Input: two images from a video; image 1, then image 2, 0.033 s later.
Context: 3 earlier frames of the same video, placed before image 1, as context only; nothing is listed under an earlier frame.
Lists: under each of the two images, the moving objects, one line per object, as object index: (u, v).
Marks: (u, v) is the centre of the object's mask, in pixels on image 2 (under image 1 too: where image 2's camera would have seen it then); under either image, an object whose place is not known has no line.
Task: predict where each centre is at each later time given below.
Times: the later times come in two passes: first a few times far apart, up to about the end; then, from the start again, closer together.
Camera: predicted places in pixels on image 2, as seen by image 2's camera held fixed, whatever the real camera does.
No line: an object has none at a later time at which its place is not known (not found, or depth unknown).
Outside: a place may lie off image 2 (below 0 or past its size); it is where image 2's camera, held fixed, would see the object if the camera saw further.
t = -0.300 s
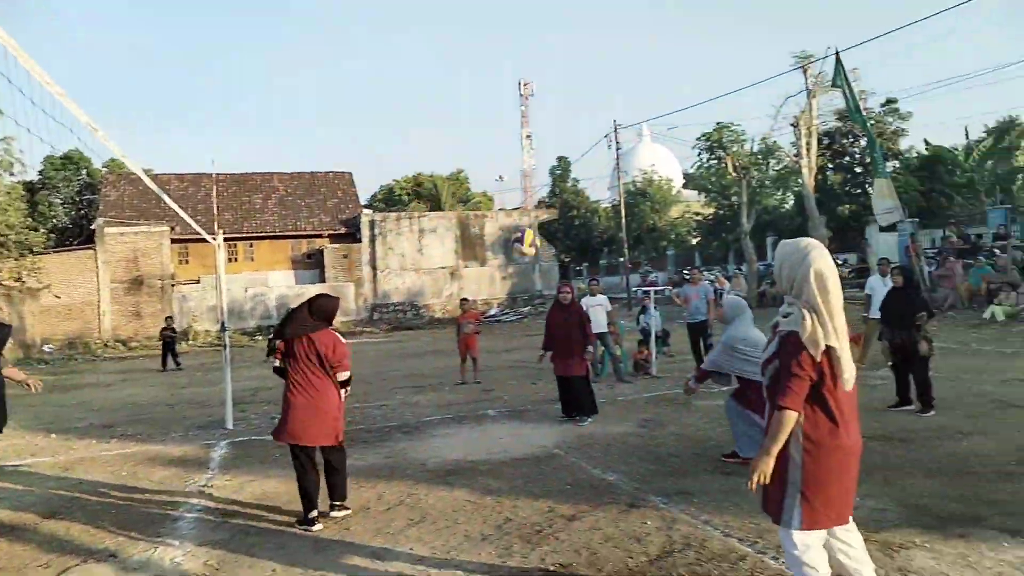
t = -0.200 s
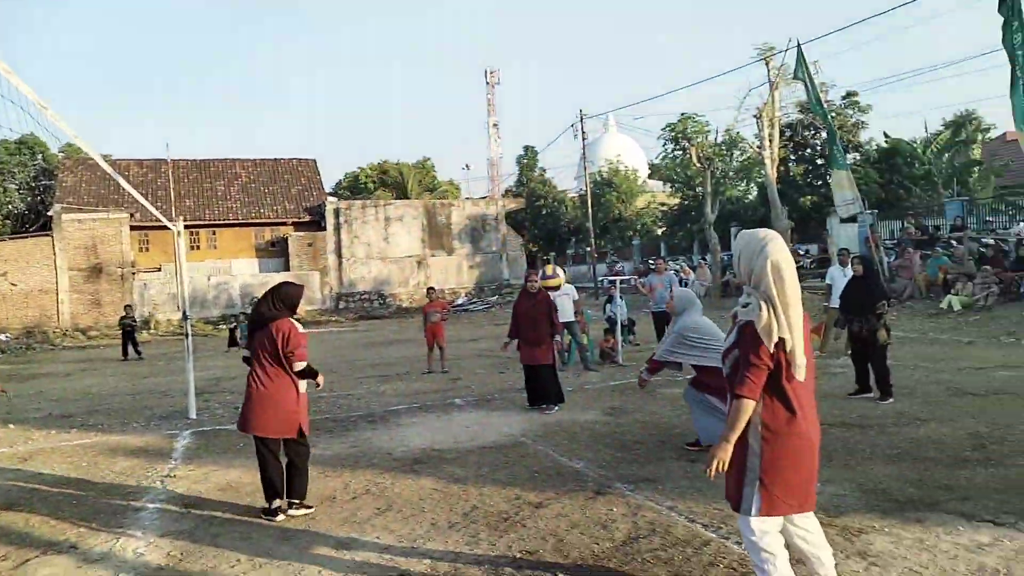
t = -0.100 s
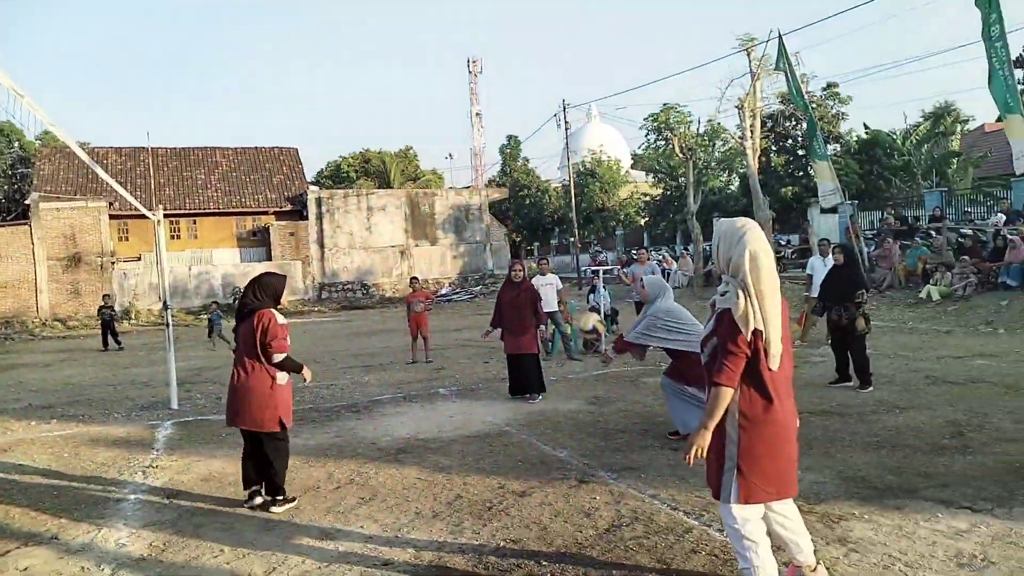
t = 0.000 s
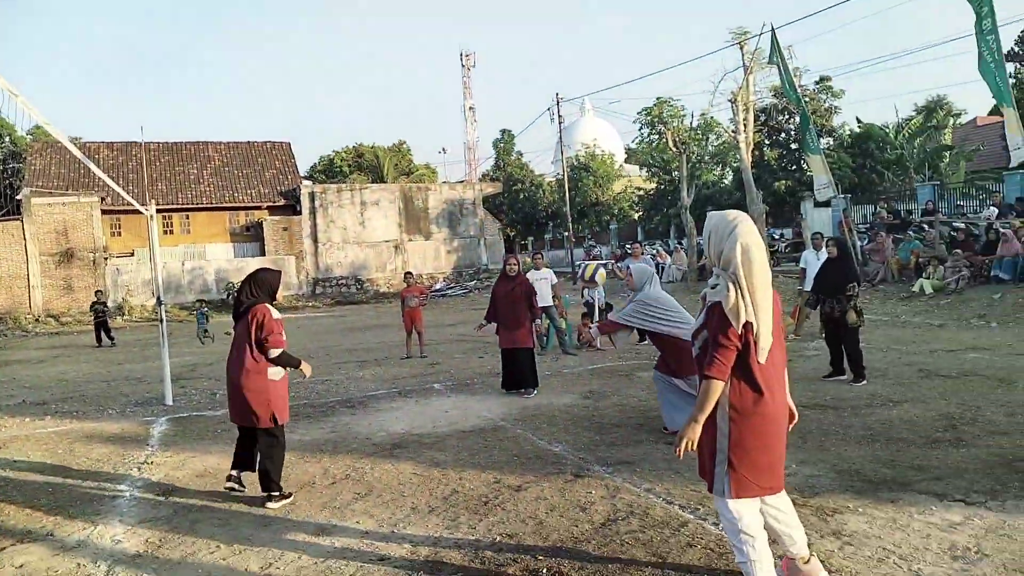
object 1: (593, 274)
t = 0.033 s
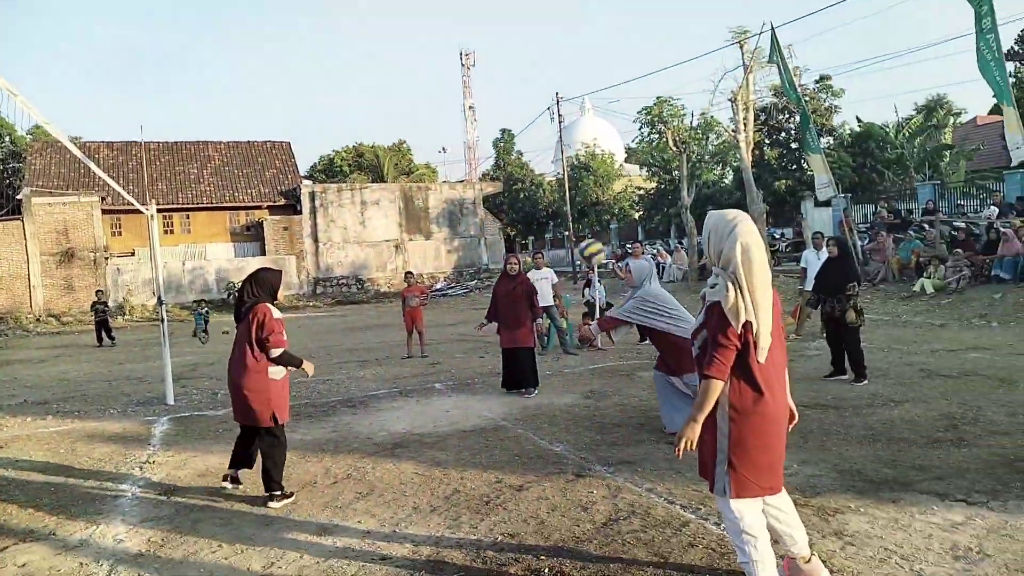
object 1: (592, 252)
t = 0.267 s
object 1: (580, 128)
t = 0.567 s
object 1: (573, 55)
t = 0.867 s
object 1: (569, 110)
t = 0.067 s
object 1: (589, 233)
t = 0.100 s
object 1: (587, 212)
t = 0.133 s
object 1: (585, 194)
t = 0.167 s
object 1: (584, 176)
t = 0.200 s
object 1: (582, 159)
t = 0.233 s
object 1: (581, 143)
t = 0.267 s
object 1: (580, 128)
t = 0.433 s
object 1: (575, 74)
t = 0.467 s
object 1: (575, 67)
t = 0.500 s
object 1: (574, 61)
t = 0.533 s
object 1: (574, 57)
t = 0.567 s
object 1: (573, 55)
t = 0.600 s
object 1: (572, 53)
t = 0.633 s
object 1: (571, 54)
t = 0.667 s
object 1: (571, 56)
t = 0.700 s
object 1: (570, 60)
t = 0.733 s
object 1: (569, 66)
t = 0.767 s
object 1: (569, 74)
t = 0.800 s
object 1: (568, 83)
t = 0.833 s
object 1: (569, 96)
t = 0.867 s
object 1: (569, 110)
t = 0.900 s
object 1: (569, 126)
